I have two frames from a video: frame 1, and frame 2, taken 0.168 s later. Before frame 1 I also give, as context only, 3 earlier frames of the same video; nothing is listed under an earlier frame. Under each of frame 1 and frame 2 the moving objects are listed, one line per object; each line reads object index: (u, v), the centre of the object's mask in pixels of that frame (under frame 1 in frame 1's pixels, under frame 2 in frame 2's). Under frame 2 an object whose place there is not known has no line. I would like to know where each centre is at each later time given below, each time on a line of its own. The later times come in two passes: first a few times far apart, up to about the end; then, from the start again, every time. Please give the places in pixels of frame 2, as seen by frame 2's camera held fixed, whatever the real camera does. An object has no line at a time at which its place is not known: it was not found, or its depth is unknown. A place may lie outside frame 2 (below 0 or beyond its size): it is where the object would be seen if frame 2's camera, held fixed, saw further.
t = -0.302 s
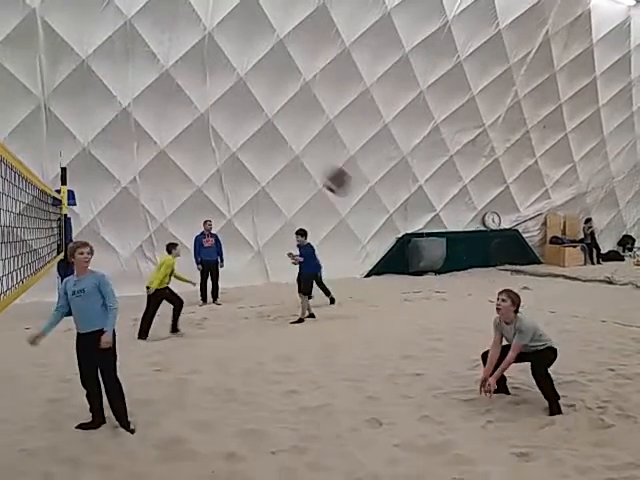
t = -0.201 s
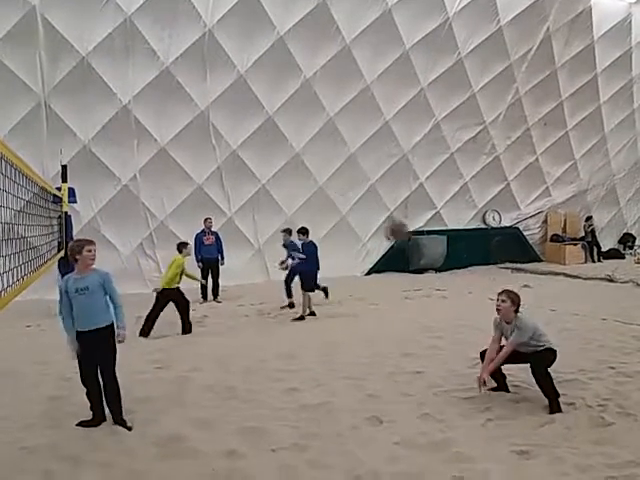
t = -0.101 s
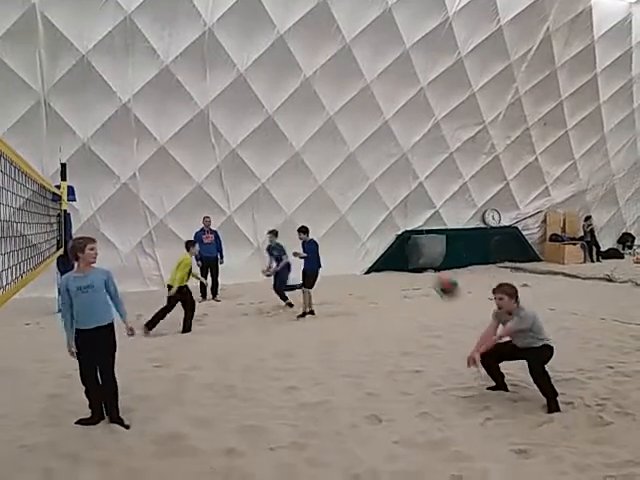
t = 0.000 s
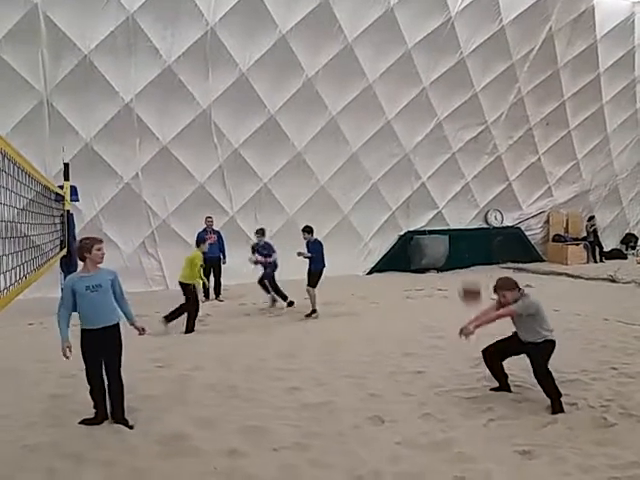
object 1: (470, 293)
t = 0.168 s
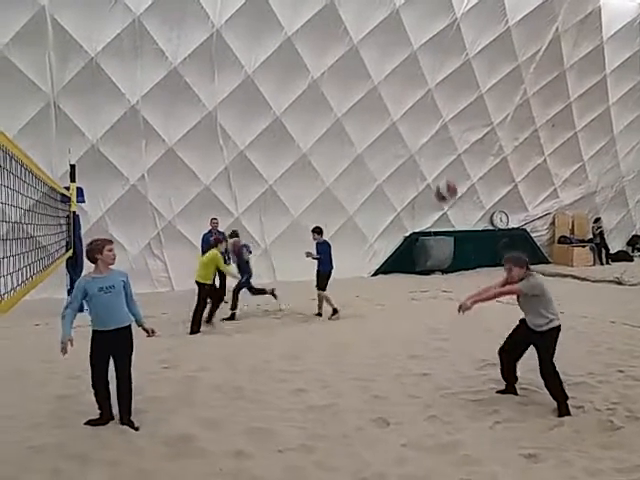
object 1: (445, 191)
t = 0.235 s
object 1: (434, 159)
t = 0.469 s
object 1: (394, 81)
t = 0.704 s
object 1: (354, 58)
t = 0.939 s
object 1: (316, 98)
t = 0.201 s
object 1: (439, 175)
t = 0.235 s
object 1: (434, 159)
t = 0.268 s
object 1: (428, 144)
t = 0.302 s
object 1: (422, 131)
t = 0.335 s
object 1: (416, 118)
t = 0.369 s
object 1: (411, 107)
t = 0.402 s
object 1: (405, 97)
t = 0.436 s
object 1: (399, 88)
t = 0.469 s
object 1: (394, 81)
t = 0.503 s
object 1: (388, 73)
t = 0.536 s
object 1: (382, 68)
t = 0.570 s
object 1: (376, 63)
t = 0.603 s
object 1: (370, 60)
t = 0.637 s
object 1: (365, 58)
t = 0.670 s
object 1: (360, 58)
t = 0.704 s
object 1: (354, 58)
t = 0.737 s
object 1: (349, 60)
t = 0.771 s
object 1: (343, 63)
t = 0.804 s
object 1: (337, 68)
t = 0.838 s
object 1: (332, 74)
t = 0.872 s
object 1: (327, 80)
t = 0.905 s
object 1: (322, 88)
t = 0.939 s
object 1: (316, 98)
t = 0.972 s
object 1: (311, 111)
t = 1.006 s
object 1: (306, 123)
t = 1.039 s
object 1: (301, 136)
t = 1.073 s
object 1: (296, 150)
